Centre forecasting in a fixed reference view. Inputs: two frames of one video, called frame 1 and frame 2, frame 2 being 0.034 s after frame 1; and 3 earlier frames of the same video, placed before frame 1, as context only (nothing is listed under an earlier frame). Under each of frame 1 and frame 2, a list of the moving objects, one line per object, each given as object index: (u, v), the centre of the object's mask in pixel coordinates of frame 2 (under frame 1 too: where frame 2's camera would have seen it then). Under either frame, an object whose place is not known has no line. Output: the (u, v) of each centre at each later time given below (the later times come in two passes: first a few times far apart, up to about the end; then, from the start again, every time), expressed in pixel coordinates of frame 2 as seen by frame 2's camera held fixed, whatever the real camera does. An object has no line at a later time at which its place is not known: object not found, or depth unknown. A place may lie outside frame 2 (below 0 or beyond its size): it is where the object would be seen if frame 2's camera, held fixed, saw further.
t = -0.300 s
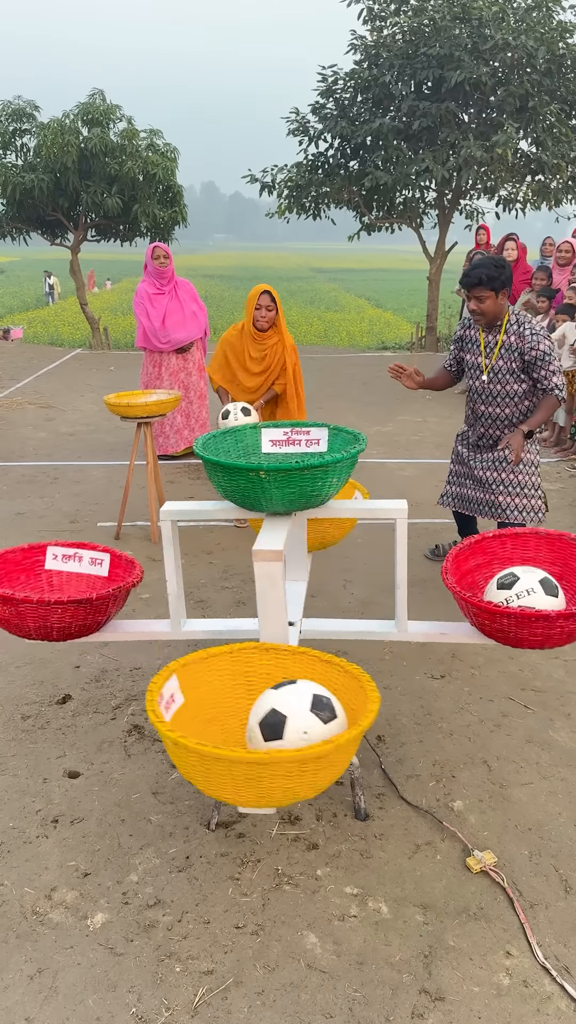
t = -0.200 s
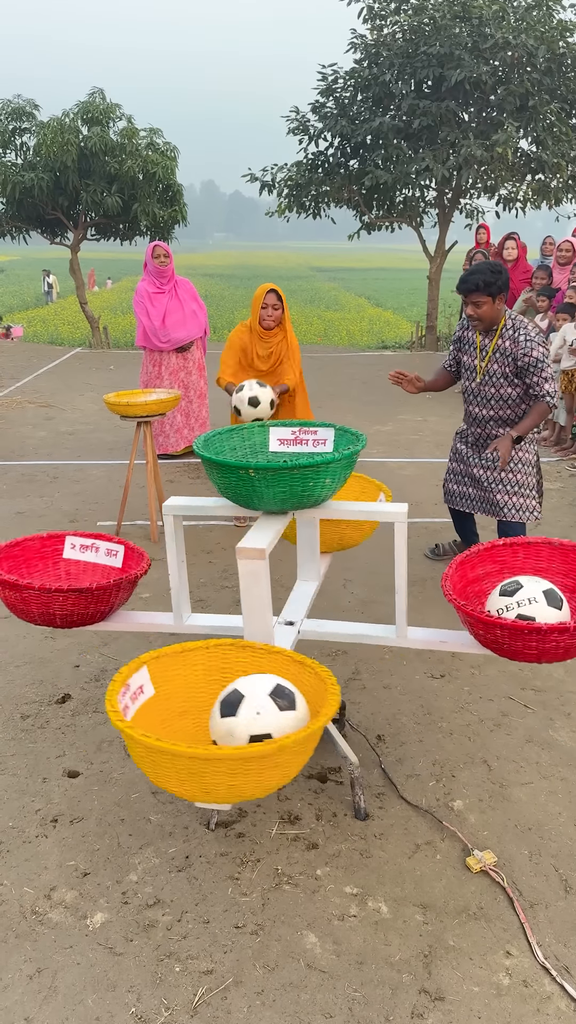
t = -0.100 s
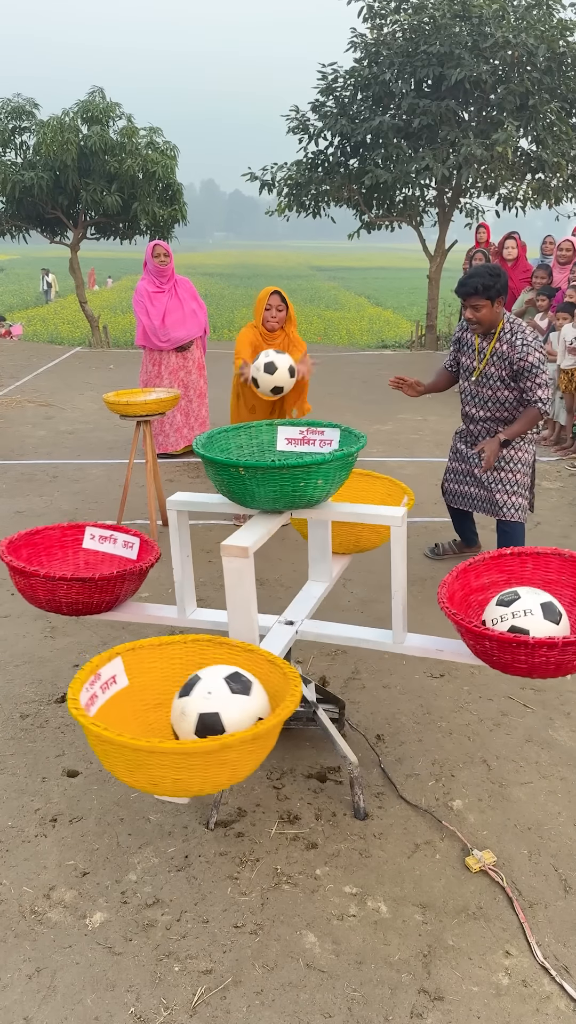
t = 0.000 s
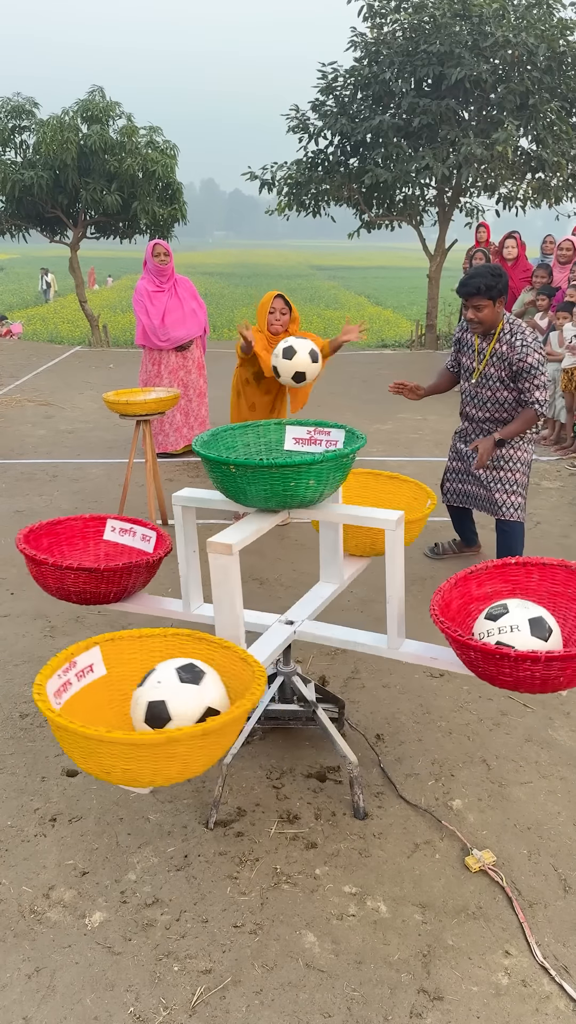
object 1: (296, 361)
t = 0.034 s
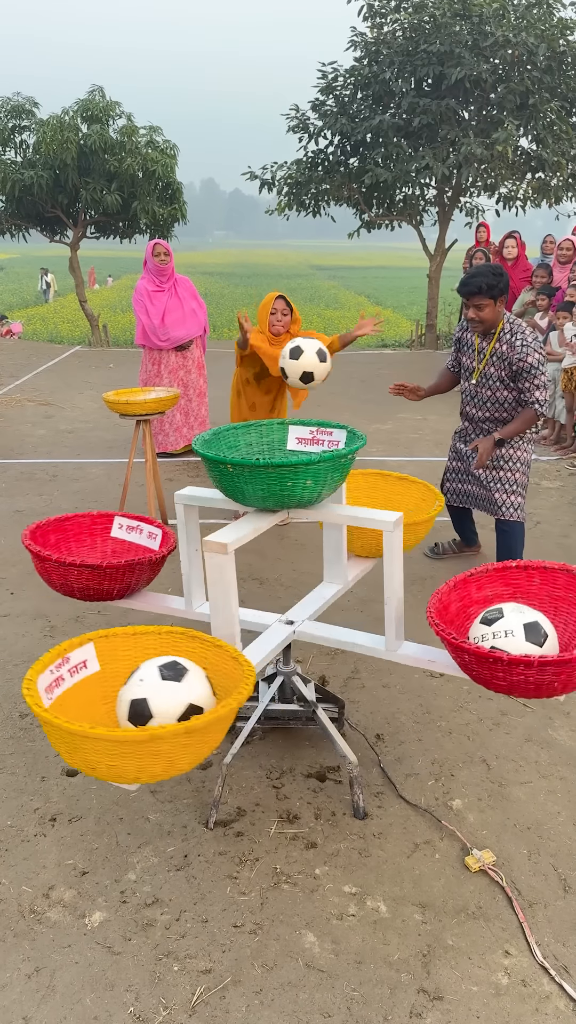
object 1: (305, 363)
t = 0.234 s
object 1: (369, 430)
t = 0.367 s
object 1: (408, 490)
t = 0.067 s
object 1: (313, 367)
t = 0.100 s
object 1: (322, 374)
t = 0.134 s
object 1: (332, 384)
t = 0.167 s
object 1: (342, 396)
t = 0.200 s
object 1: (354, 408)
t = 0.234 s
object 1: (369, 430)
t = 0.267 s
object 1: (380, 456)
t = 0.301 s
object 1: (386, 466)
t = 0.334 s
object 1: (396, 478)
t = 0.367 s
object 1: (408, 490)
